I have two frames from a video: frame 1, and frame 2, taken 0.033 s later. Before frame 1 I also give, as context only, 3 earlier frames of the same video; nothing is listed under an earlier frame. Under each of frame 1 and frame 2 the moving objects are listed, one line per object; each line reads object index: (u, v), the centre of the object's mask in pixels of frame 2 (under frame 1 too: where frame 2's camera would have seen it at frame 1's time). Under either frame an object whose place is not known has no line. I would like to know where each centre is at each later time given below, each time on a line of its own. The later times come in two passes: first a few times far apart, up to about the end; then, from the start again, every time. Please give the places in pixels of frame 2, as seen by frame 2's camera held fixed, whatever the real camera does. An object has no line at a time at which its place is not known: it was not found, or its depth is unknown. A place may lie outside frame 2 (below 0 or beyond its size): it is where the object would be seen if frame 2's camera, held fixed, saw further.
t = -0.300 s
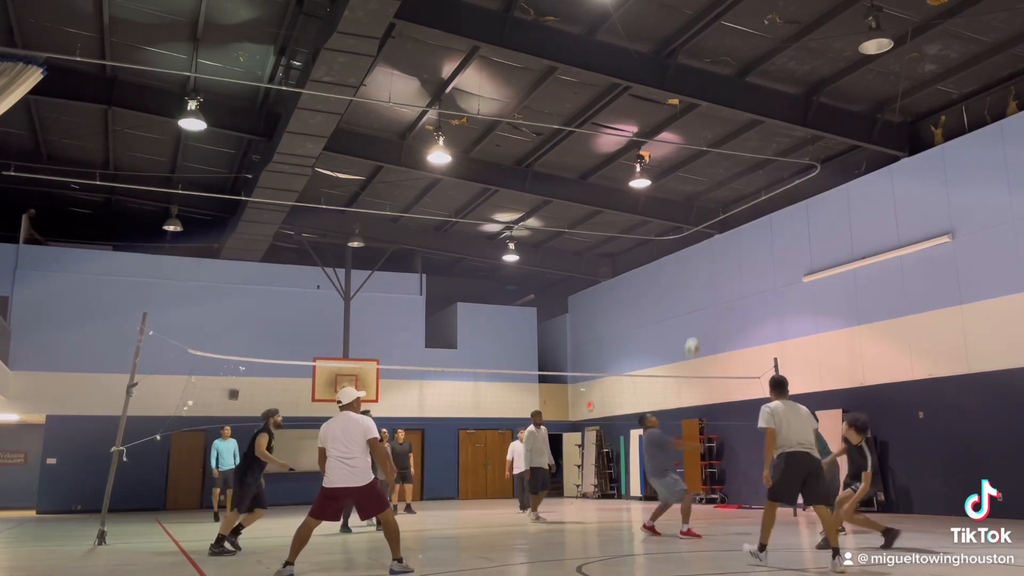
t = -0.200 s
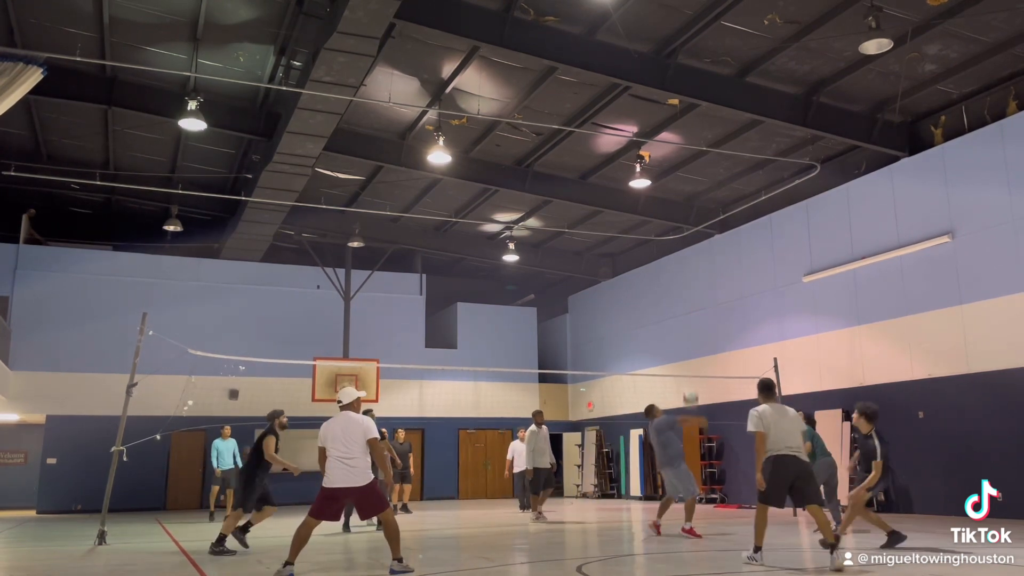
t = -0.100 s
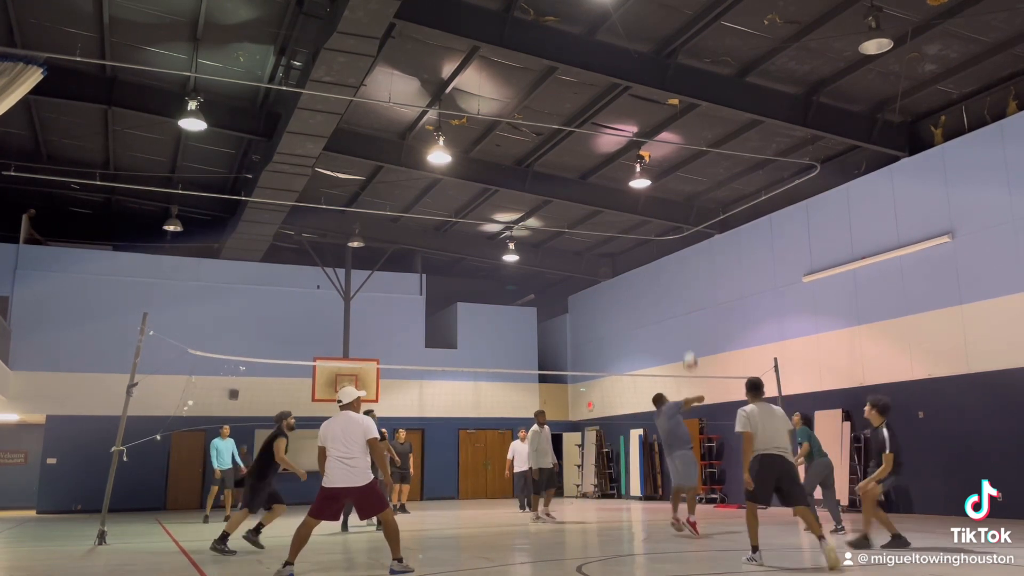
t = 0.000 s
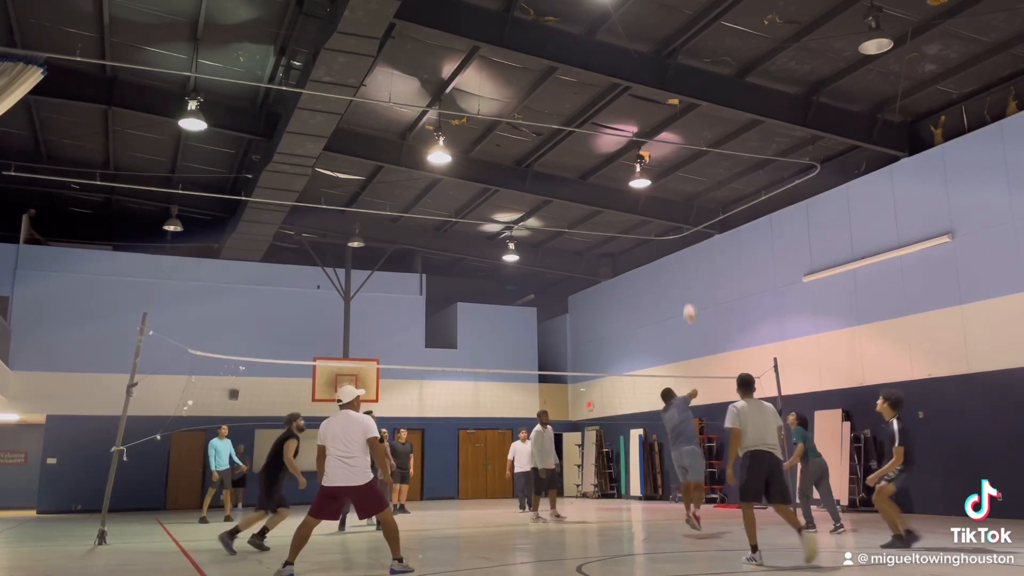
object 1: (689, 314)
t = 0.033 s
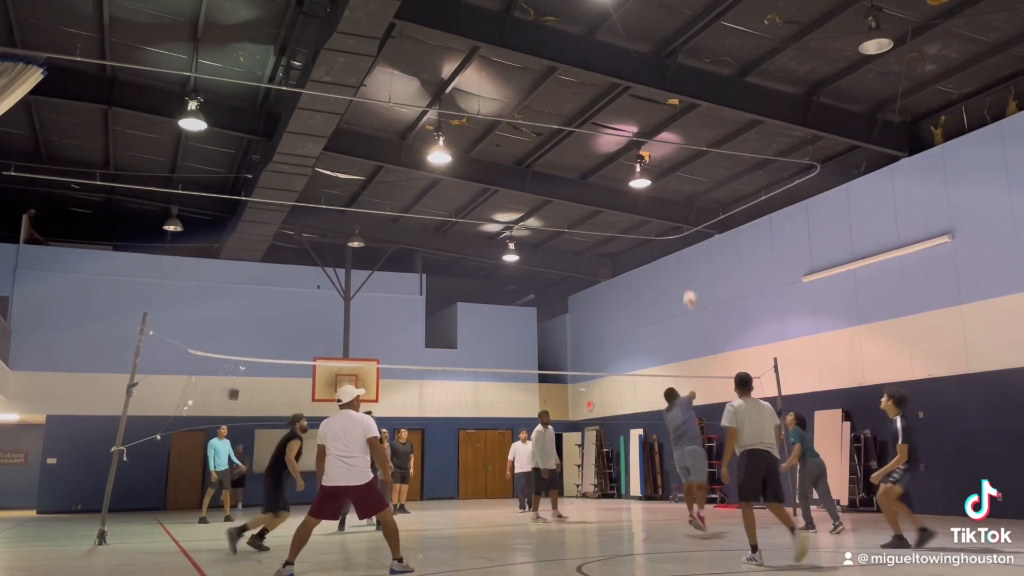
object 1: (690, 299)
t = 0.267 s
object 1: (692, 230)
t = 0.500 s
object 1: (695, 199)
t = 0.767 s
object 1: (700, 208)
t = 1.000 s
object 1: (707, 250)
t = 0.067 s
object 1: (690, 287)
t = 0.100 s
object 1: (691, 275)
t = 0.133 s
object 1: (691, 264)
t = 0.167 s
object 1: (691, 255)
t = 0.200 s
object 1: (691, 245)
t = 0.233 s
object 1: (691, 237)
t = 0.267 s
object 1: (692, 230)
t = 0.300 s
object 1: (692, 223)
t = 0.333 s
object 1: (692, 217)
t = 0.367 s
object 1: (693, 212)
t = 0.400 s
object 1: (693, 208)
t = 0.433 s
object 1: (694, 204)
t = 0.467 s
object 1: (694, 201)
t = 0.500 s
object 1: (695, 199)
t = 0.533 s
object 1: (695, 198)
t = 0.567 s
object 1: (696, 197)
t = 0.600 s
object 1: (697, 197)
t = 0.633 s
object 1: (697, 198)
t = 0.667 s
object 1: (698, 200)
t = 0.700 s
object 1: (699, 202)
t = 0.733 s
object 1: (699, 204)
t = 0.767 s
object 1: (700, 208)
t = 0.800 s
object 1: (701, 212)
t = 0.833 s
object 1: (702, 217)
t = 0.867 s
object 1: (703, 222)
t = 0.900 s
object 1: (704, 228)
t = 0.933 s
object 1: (704, 235)
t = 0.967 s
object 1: (706, 242)
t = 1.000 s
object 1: (707, 250)
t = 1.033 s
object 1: (708, 259)
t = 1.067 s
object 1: (709, 268)
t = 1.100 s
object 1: (710, 277)
